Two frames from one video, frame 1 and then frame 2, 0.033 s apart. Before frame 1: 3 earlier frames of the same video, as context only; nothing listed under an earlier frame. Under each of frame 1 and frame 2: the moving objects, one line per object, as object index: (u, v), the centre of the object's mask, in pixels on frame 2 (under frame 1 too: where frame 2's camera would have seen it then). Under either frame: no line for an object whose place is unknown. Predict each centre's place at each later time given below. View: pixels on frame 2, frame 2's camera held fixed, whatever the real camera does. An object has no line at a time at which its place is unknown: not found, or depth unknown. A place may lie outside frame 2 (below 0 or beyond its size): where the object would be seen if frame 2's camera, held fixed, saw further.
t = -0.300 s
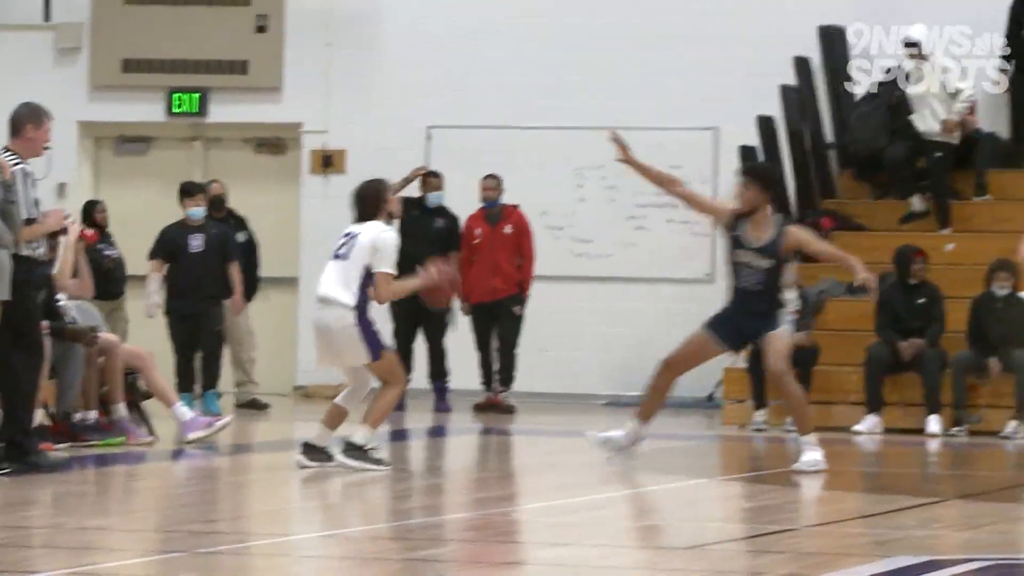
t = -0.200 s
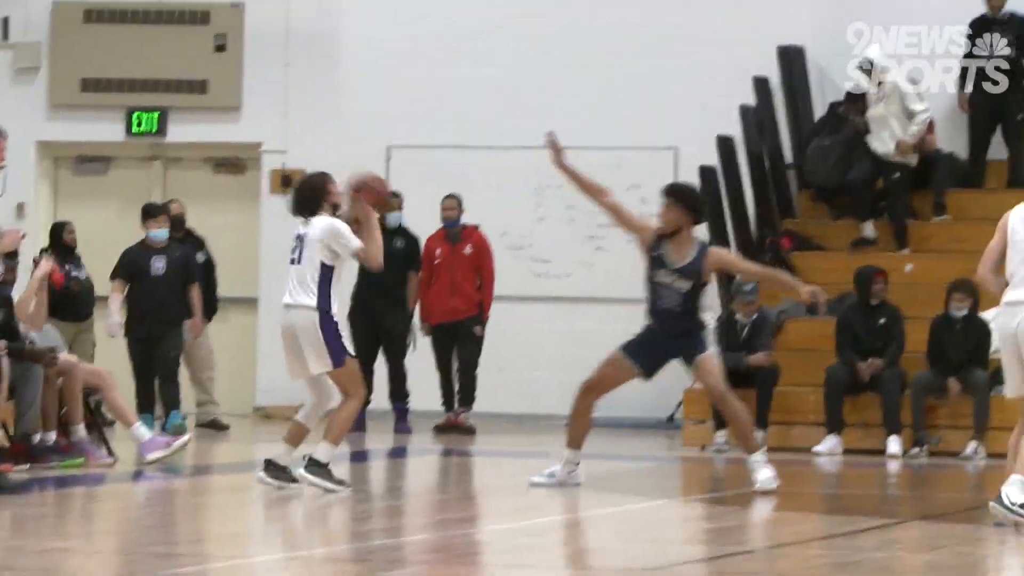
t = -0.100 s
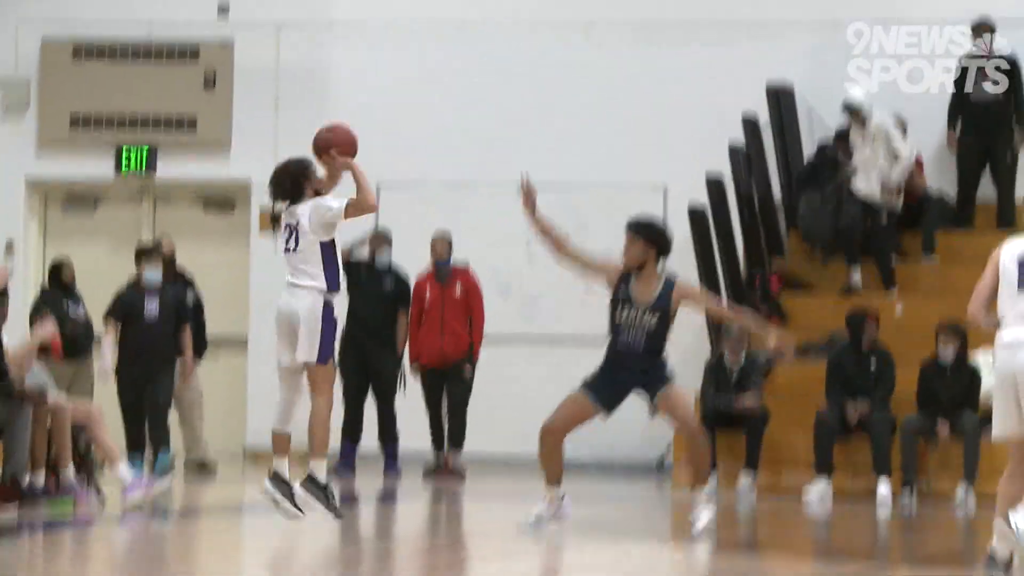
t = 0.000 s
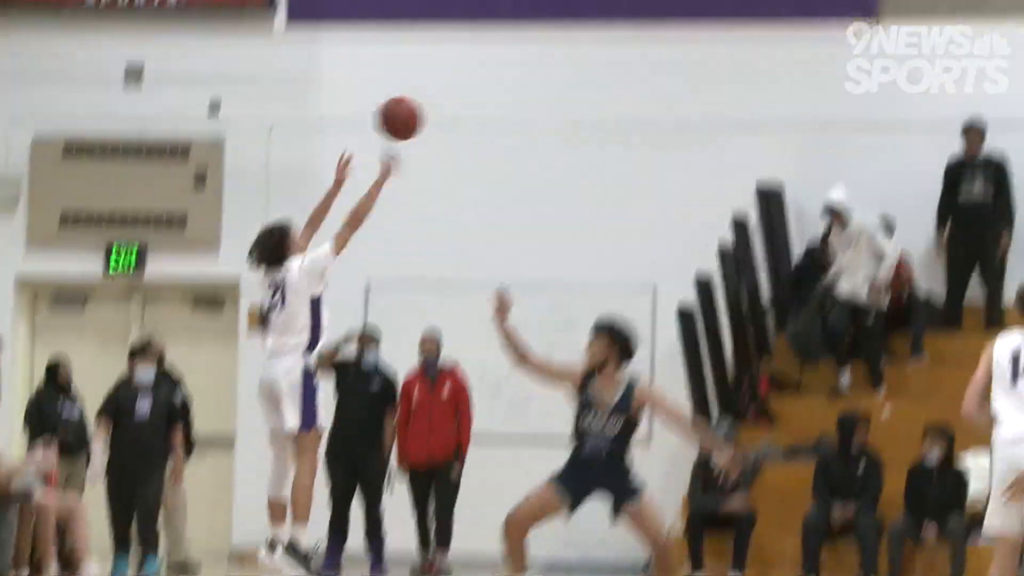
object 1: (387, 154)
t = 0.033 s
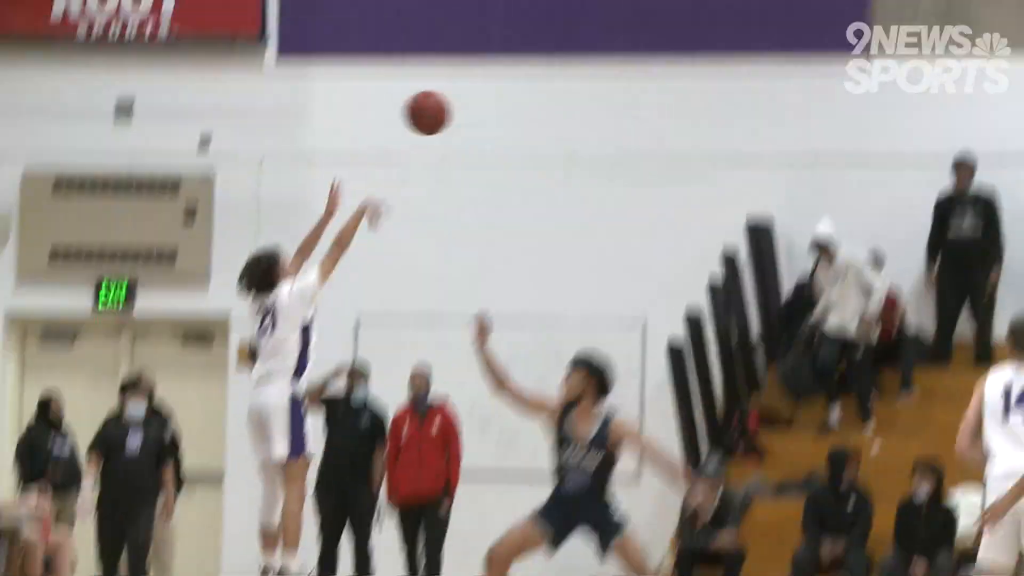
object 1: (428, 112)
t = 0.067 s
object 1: (466, 75)
